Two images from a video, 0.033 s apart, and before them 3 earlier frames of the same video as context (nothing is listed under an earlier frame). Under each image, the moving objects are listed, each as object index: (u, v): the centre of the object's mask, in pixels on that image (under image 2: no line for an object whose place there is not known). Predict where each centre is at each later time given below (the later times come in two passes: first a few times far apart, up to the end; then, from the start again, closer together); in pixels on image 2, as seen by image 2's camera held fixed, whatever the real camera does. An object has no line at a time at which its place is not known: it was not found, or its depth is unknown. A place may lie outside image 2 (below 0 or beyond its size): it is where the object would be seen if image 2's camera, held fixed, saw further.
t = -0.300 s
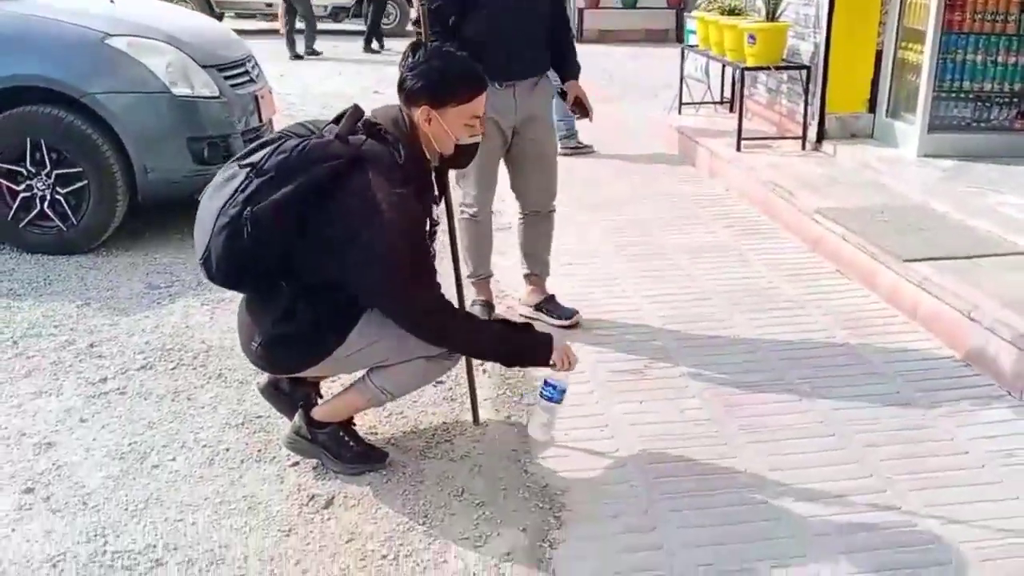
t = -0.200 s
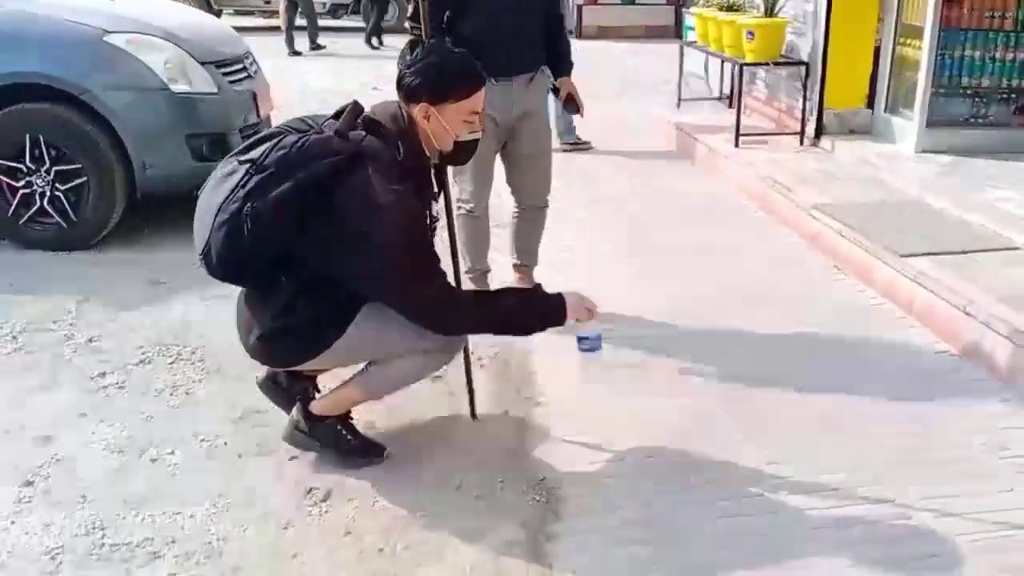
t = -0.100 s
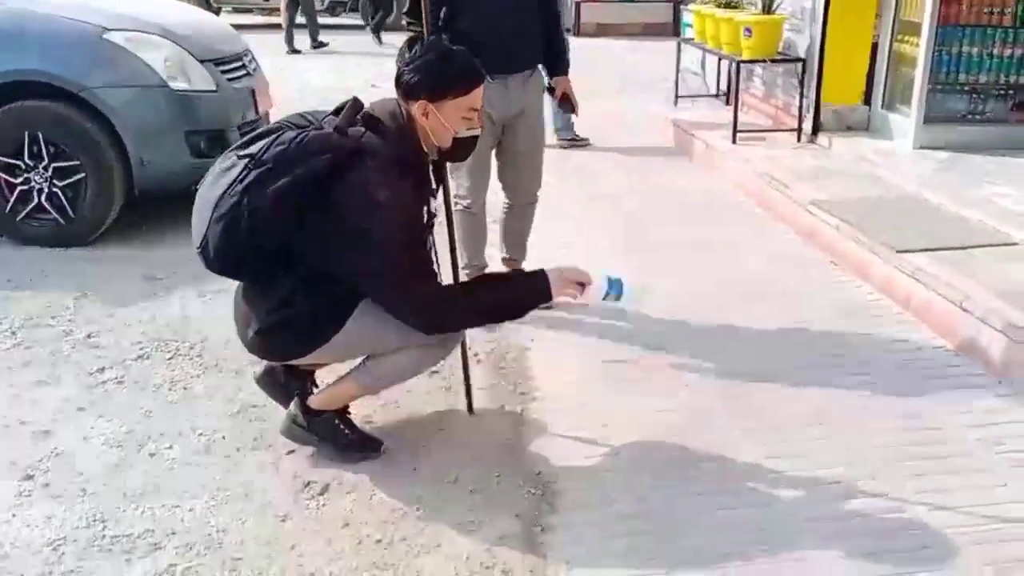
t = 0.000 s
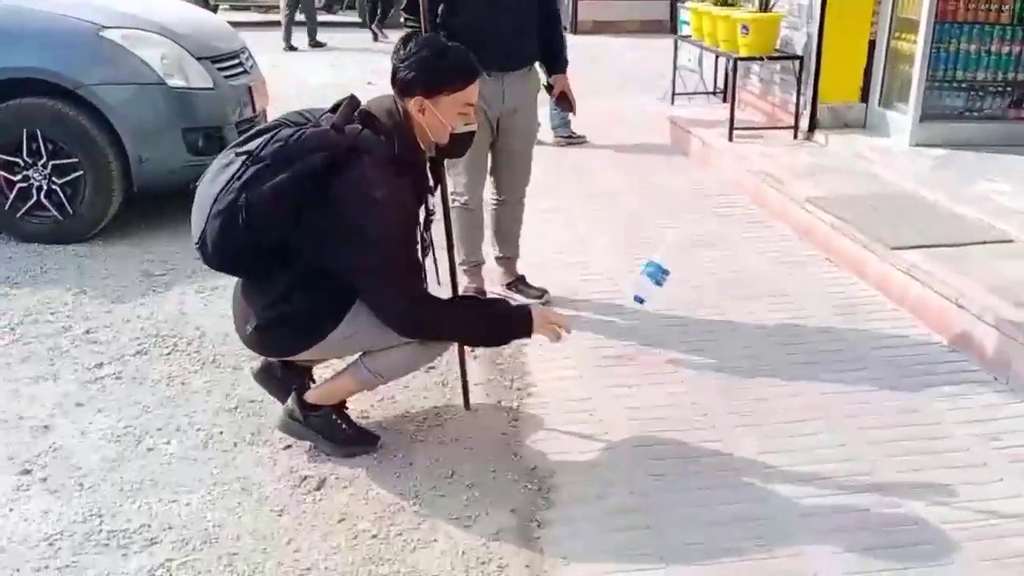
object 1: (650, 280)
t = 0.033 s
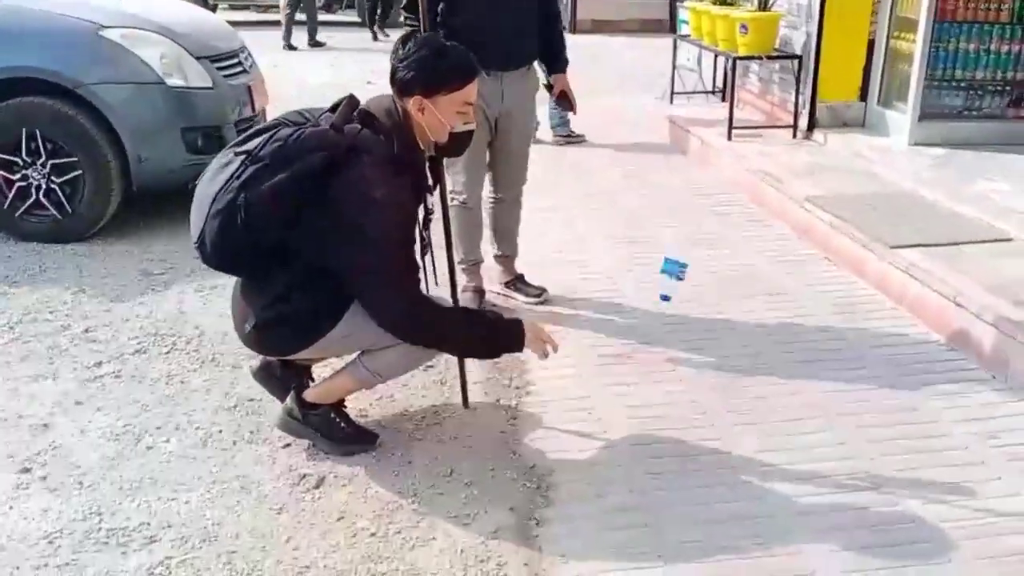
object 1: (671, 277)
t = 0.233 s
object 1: (768, 314)
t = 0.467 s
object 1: (810, 411)
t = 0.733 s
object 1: (836, 411)
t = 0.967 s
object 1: (833, 410)
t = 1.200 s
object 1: (828, 406)
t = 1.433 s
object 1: (828, 405)
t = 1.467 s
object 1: (827, 405)
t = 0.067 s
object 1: (695, 258)
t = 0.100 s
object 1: (710, 258)
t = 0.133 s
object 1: (725, 263)
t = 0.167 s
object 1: (741, 280)
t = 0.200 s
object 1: (754, 292)
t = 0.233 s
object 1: (768, 314)
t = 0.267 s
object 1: (772, 330)
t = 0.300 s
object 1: (777, 354)
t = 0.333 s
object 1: (792, 385)
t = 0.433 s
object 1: (806, 412)
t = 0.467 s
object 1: (810, 411)
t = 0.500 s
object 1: (819, 412)
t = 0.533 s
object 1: (822, 413)
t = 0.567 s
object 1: (823, 413)
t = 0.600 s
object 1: (825, 414)
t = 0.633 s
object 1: (826, 414)
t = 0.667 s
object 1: (826, 414)
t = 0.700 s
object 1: (826, 414)
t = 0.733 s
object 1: (836, 411)
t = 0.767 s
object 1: (826, 414)
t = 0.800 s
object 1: (832, 412)
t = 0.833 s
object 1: (834, 411)
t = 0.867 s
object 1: (836, 410)
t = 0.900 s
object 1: (835, 410)
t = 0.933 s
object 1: (835, 410)
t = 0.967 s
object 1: (833, 410)
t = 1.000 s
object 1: (832, 410)
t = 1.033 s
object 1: (831, 409)
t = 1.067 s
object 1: (831, 409)
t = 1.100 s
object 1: (831, 408)
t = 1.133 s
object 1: (831, 407)
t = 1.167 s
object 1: (829, 407)
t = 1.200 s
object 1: (828, 406)
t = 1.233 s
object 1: (828, 406)
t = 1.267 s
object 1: (827, 406)
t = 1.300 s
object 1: (825, 406)
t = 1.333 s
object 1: (826, 405)
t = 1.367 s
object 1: (825, 405)
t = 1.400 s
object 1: (827, 404)
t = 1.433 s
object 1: (828, 405)
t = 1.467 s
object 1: (827, 405)
